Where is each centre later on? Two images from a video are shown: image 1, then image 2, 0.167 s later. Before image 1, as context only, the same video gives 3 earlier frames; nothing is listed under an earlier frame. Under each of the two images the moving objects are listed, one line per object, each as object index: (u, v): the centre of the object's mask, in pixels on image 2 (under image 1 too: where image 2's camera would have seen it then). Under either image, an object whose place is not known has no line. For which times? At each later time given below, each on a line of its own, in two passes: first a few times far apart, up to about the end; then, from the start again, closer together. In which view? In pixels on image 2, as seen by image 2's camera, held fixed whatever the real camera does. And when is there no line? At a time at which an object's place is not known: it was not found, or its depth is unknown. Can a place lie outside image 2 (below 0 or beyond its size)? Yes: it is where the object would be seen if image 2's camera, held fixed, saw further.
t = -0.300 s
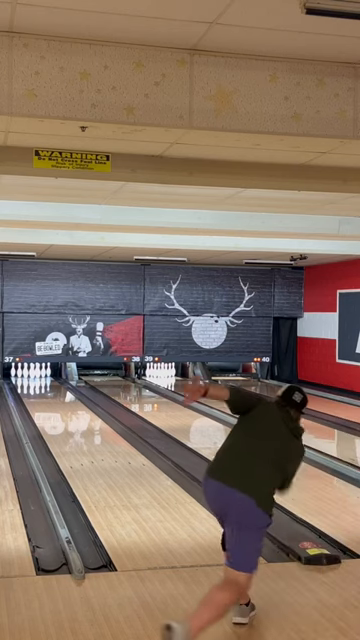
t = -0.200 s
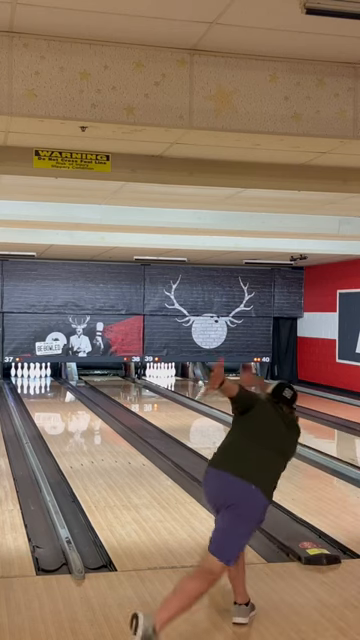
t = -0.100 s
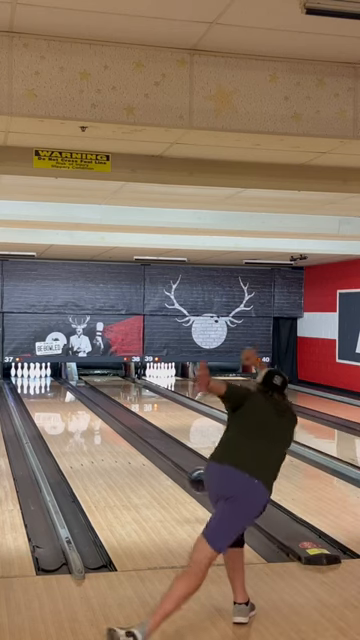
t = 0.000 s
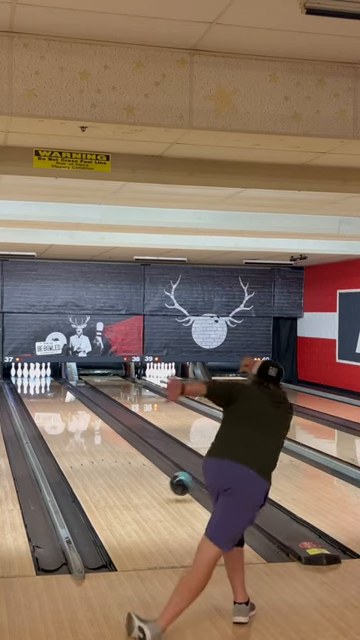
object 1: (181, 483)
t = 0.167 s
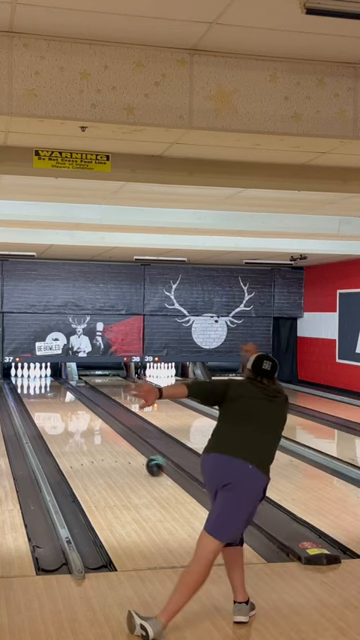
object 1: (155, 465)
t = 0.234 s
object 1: (147, 458)
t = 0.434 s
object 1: (126, 439)
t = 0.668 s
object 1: (106, 422)
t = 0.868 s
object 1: (93, 411)
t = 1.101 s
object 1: (80, 401)
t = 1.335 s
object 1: (69, 394)
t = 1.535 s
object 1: (59, 387)
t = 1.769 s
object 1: (49, 381)
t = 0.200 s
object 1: (151, 462)
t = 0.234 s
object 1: (147, 458)
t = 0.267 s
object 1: (143, 455)
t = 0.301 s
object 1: (139, 451)
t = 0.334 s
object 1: (136, 448)
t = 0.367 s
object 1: (132, 445)
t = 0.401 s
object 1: (129, 441)
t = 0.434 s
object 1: (126, 439)
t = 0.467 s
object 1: (123, 436)
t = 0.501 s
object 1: (120, 434)
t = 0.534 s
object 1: (117, 431)
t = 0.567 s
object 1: (114, 429)
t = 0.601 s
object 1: (111, 427)
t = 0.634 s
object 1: (108, 425)
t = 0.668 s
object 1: (106, 422)
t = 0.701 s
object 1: (103, 420)
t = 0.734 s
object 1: (102, 418)
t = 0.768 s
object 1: (100, 416)
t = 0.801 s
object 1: (96, 414)
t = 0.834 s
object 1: (95, 412)
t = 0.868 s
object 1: (93, 411)
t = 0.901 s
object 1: (91, 409)
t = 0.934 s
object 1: (89, 408)
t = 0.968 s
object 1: (88, 406)
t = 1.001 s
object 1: (85, 405)
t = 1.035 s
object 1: (84, 403)
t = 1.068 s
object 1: (82, 402)
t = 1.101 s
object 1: (80, 401)
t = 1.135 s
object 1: (78, 399)
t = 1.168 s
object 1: (77, 398)
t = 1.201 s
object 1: (74, 397)
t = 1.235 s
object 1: (73, 396)
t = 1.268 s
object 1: (71, 394)
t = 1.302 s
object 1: (69, 394)
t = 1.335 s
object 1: (69, 394)
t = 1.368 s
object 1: (67, 391)
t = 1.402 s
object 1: (65, 390)
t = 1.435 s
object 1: (63, 390)
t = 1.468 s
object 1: (62, 388)
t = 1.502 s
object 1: (60, 387)
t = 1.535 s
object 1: (59, 387)
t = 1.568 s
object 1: (57, 385)
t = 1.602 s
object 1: (56, 385)
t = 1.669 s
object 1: (51, 383)
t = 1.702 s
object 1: (51, 382)
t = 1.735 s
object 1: (50, 383)
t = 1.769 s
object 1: (49, 381)
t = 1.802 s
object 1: (47, 380)
